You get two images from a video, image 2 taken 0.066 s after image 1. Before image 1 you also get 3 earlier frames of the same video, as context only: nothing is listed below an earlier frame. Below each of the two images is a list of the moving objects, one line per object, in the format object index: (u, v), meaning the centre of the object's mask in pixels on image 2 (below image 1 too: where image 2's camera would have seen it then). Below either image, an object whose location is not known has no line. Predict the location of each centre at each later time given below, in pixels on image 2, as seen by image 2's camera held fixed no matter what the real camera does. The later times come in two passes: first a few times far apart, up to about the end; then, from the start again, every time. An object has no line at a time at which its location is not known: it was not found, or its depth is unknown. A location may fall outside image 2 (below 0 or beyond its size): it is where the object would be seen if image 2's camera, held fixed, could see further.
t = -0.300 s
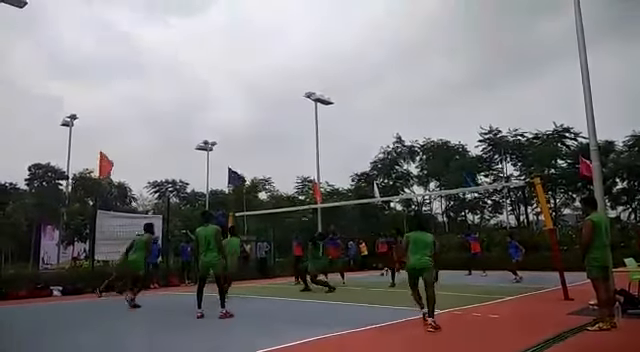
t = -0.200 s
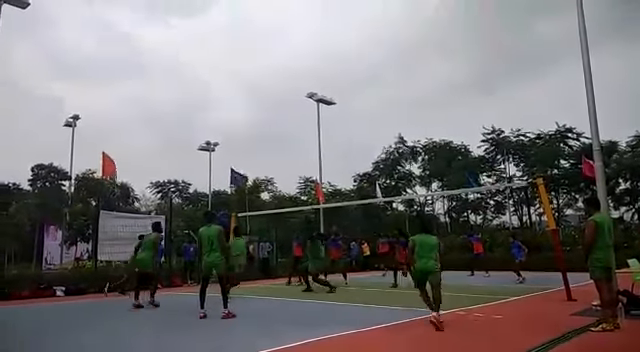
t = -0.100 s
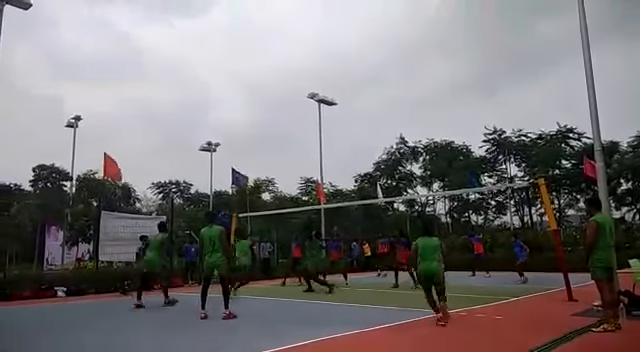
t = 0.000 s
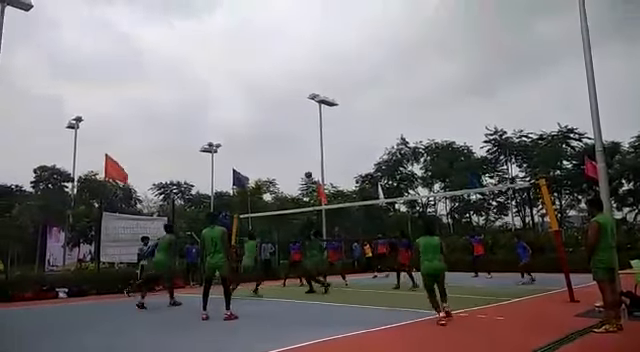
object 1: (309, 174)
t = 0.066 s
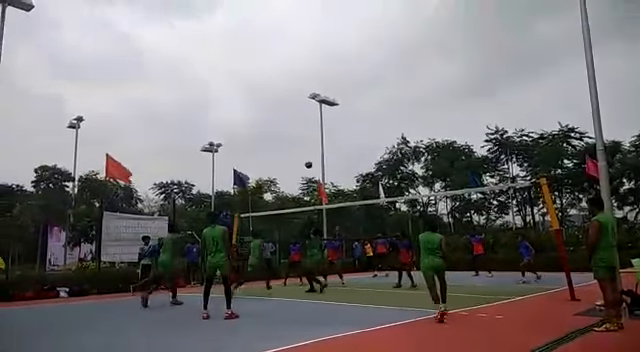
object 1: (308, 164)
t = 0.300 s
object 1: (307, 144)
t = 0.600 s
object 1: (307, 145)
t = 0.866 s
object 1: (308, 168)
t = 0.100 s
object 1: (308, 160)
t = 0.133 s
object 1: (308, 157)
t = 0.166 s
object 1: (308, 153)
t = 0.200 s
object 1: (308, 151)
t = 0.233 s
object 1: (308, 148)
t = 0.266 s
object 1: (308, 146)
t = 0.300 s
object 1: (307, 144)
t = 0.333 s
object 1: (308, 143)
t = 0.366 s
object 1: (307, 142)
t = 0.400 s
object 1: (307, 141)
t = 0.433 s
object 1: (307, 141)
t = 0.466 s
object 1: (307, 141)
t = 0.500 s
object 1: (307, 141)
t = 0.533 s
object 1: (307, 142)
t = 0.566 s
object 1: (307, 143)
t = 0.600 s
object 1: (307, 145)
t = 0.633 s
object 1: (307, 146)
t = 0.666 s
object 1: (307, 149)
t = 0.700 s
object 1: (307, 151)
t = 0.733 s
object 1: (307, 154)
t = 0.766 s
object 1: (307, 157)
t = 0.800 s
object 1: (307, 160)
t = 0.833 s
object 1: (308, 164)
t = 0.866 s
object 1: (308, 168)
